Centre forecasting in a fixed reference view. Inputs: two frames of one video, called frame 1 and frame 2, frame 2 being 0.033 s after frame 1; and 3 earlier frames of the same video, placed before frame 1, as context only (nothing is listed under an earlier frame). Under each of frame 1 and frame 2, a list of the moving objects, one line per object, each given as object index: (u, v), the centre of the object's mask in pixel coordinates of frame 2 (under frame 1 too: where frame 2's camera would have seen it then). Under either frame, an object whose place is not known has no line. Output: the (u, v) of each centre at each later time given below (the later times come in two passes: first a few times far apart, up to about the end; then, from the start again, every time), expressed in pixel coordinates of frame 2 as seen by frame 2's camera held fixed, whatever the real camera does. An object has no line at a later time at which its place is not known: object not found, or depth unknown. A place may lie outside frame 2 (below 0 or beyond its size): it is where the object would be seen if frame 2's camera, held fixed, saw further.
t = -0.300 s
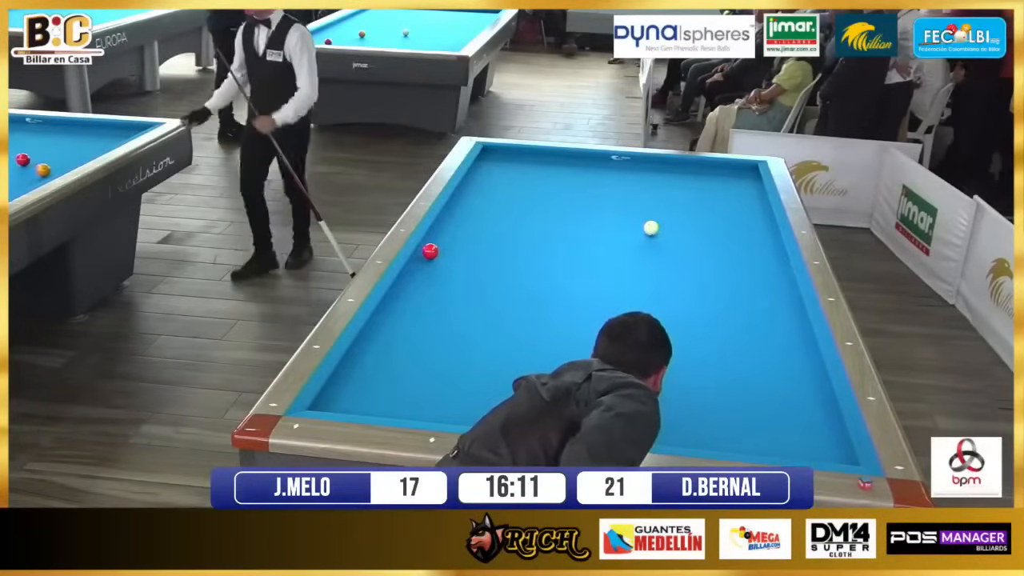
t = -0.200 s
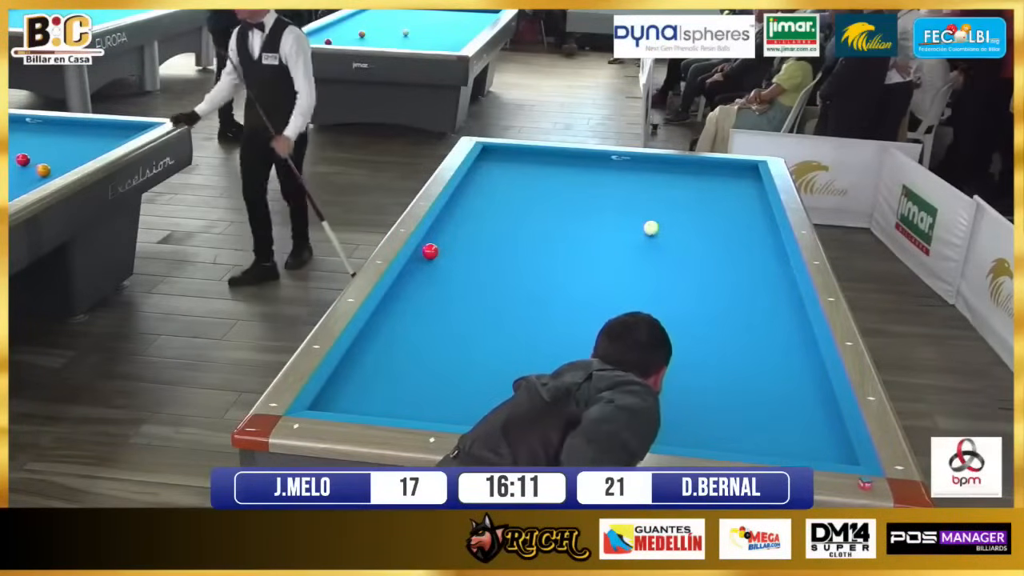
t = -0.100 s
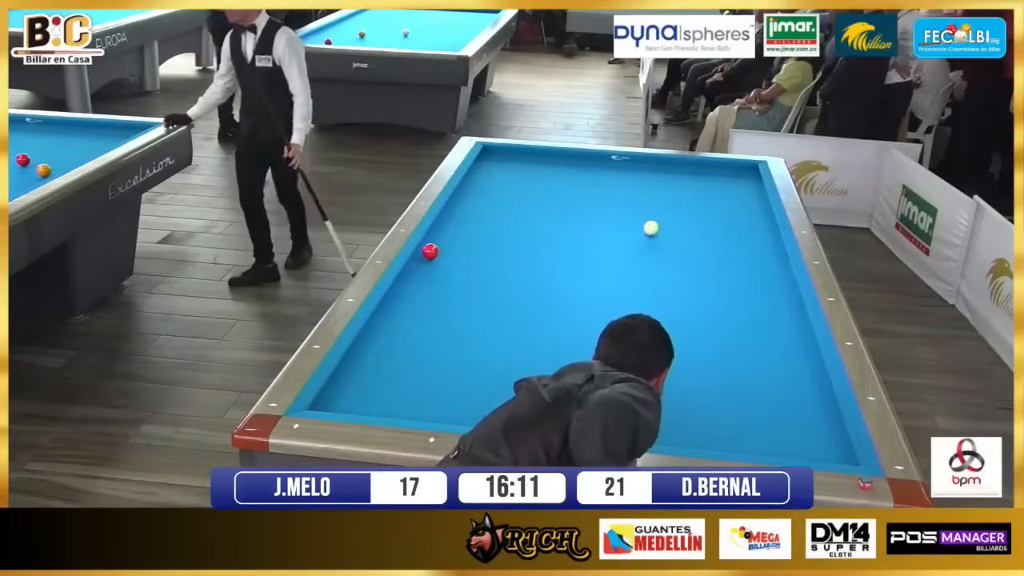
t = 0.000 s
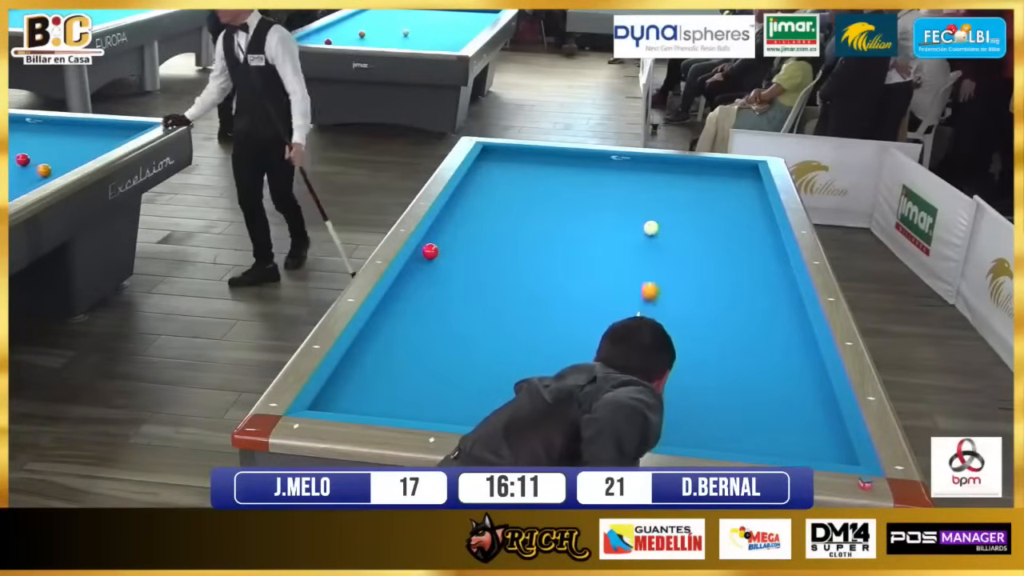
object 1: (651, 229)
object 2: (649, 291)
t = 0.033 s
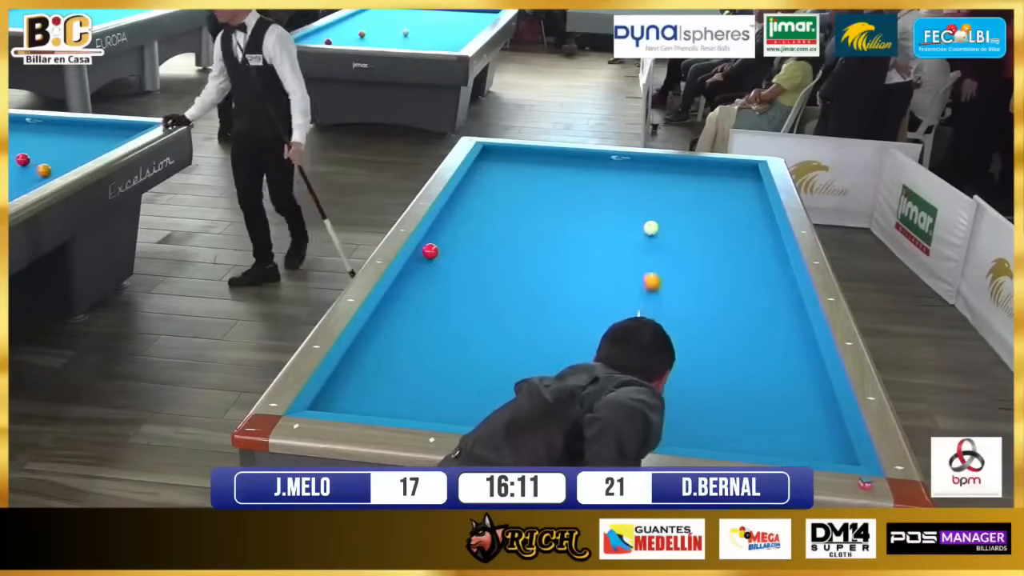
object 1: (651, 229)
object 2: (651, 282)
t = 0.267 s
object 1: (648, 227)
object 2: (662, 232)
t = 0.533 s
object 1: (602, 203)
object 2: (716, 215)
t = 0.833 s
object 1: (563, 183)
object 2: (760, 195)
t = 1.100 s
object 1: (532, 167)
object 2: (727, 172)
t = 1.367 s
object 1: (505, 152)
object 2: (694, 170)
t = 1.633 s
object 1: (487, 153)
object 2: (657, 179)
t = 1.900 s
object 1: (497, 160)
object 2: (617, 189)
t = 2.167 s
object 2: (575, 198)
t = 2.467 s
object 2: (525, 210)
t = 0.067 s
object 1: (651, 228)
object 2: (653, 273)
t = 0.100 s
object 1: (651, 228)
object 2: (654, 265)
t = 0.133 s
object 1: (651, 228)
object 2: (656, 257)
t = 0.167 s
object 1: (651, 228)
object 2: (657, 250)
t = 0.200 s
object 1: (651, 228)
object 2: (658, 243)
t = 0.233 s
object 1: (650, 228)
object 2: (659, 238)
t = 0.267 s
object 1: (648, 227)
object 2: (662, 232)
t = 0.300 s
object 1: (641, 223)
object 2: (671, 230)
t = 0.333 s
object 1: (635, 220)
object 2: (679, 229)
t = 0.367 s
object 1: (628, 216)
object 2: (686, 226)
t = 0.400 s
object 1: (622, 213)
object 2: (692, 224)
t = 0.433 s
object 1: (617, 211)
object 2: (699, 222)
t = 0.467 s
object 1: (612, 208)
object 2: (705, 219)
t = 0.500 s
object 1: (607, 206)
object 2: (710, 217)
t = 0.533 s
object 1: (602, 203)
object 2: (716, 215)
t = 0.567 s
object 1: (597, 201)
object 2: (722, 212)
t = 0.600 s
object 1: (593, 198)
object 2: (727, 210)
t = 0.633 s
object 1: (588, 196)
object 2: (732, 208)
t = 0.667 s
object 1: (584, 194)
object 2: (738, 206)
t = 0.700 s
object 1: (580, 192)
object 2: (743, 204)
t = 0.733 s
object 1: (576, 189)
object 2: (748, 201)
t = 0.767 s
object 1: (571, 187)
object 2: (753, 199)
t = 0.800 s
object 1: (567, 185)
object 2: (758, 197)
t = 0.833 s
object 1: (563, 183)
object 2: (760, 195)
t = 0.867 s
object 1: (559, 181)
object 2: (755, 191)
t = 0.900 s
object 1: (555, 179)
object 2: (749, 188)
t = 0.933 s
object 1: (551, 177)
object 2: (745, 185)
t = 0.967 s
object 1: (547, 175)
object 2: (741, 183)
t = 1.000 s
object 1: (544, 173)
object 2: (738, 180)
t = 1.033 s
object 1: (540, 171)
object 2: (734, 177)
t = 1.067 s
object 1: (536, 169)
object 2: (731, 174)
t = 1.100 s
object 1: (532, 167)
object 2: (727, 172)
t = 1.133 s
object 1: (529, 165)
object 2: (724, 169)
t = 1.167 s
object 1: (525, 163)
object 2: (721, 166)
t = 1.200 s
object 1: (522, 161)
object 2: (717, 164)
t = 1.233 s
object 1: (518, 159)
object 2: (713, 164)
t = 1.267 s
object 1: (515, 158)
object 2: (708, 166)
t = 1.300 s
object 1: (512, 156)
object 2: (704, 167)
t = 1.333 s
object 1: (508, 154)
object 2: (699, 169)
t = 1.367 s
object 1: (505, 152)
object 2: (694, 170)
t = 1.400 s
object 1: (502, 150)
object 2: (690, 172)
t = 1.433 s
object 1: (499, 149)
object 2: (685, 172)
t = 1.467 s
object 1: (495, 149)
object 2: (681, 173)
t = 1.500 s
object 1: (492, 149)
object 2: (676, 174)
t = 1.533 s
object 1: (489, 150)
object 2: (671, 176)
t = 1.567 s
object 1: (486, 151)
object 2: (667, 177)
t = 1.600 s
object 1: (486, 152)
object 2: (662, 177)
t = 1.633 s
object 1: (487, 153)
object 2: (657, 179)
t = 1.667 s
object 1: (488, 154)
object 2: (652, 180)
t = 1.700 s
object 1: (489, 155)
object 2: (647, 181)
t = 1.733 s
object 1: (491, 156)
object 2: (642, 183)
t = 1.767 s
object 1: (492, 157)
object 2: (637, 184)
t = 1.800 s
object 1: (493, 158)
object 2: (632, 185)
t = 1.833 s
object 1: (494, 159)
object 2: (627, 186)
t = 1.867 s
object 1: (495, 159)
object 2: (622, 187)
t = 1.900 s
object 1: (497, 160)
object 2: (617, 189)
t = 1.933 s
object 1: (498, 161)
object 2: (612, 190)
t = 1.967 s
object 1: (499, 162)
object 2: (607, 191)
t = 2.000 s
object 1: (500, 163)
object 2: (602, 192)
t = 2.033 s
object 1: (501, 164)
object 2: (596, 193)
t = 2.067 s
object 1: (502, 164)
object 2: (591, 195)
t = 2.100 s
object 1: (504, 165)
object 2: (586, 196)
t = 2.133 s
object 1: (504, 164)
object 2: (581, 197)
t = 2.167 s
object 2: (575, 198)
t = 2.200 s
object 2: (569, 199)
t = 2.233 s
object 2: (564, 201)
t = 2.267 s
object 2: (559, 202)
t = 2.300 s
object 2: (553, 203)
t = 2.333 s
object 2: (547, 204)
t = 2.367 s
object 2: (542, 206)
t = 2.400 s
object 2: (537, 207)
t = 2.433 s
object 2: (531, 208)
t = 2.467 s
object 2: (525, 210)
